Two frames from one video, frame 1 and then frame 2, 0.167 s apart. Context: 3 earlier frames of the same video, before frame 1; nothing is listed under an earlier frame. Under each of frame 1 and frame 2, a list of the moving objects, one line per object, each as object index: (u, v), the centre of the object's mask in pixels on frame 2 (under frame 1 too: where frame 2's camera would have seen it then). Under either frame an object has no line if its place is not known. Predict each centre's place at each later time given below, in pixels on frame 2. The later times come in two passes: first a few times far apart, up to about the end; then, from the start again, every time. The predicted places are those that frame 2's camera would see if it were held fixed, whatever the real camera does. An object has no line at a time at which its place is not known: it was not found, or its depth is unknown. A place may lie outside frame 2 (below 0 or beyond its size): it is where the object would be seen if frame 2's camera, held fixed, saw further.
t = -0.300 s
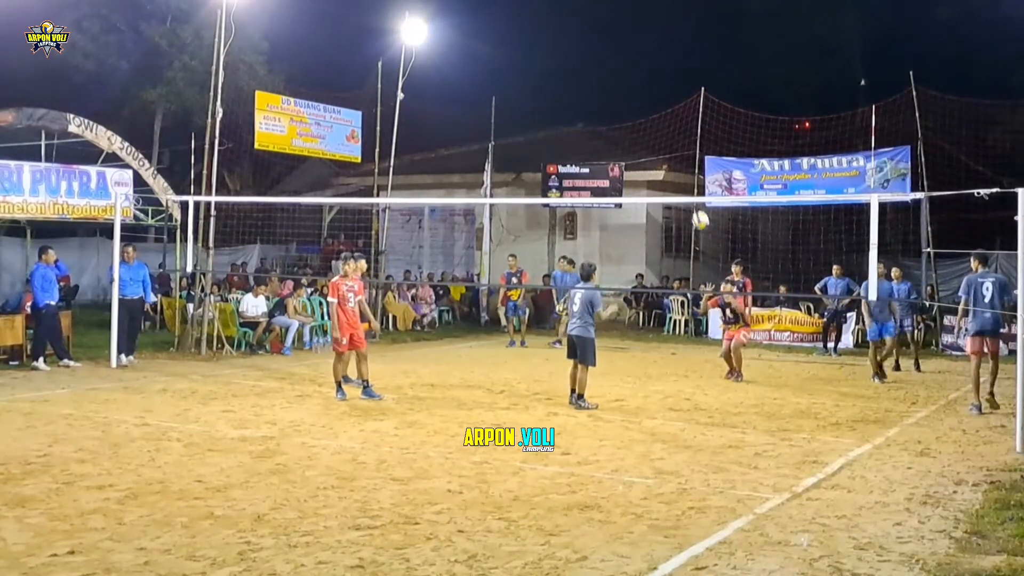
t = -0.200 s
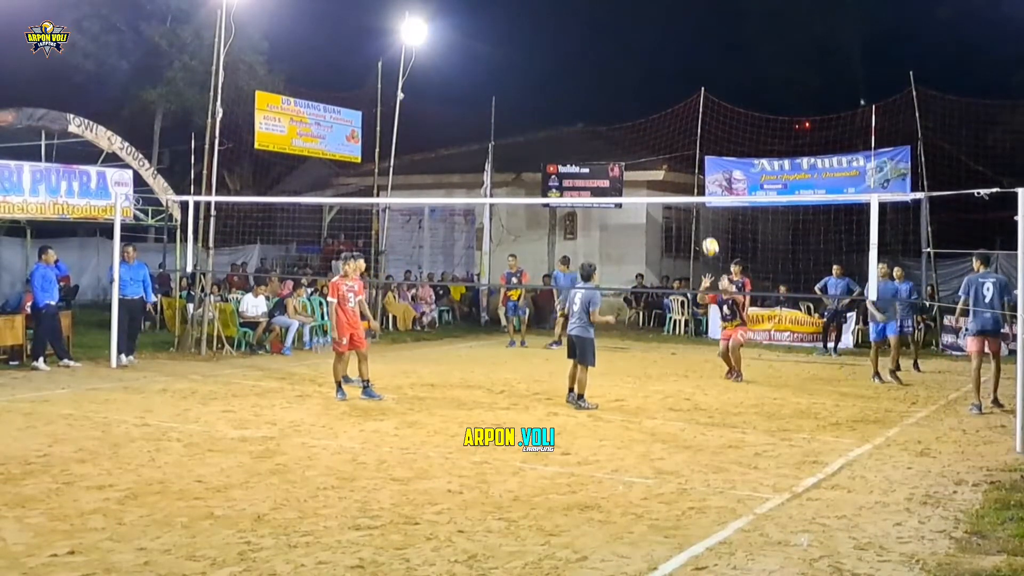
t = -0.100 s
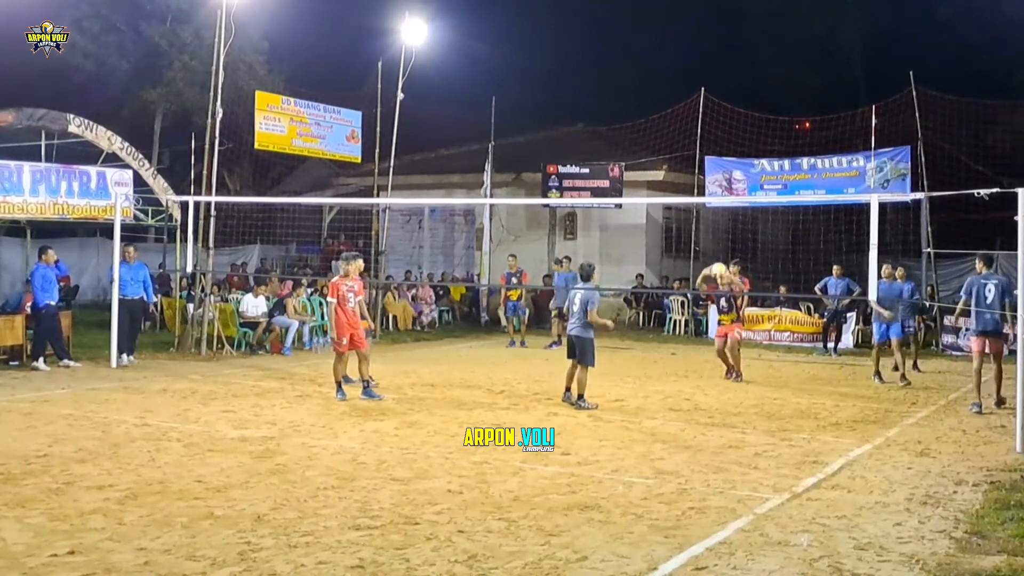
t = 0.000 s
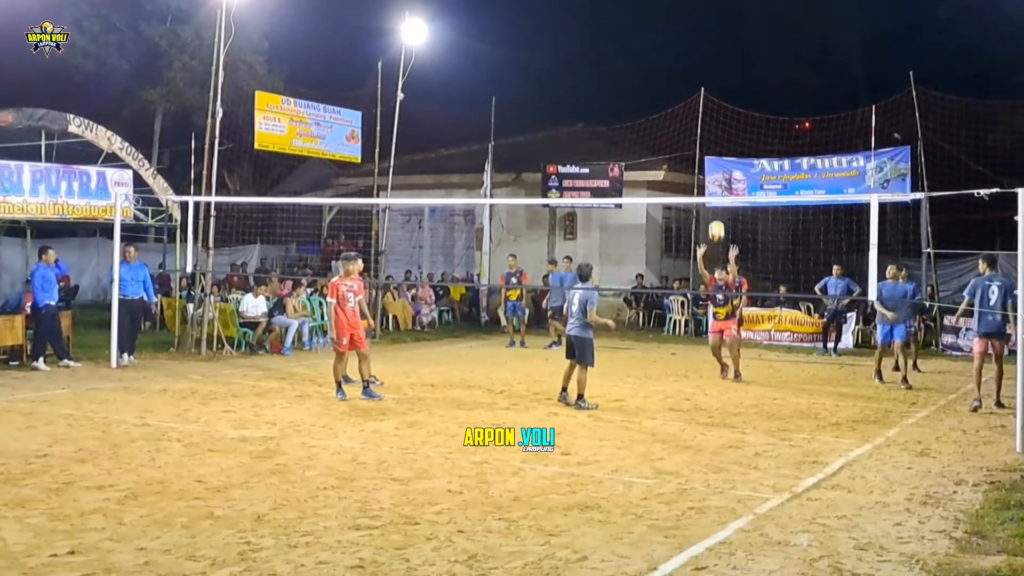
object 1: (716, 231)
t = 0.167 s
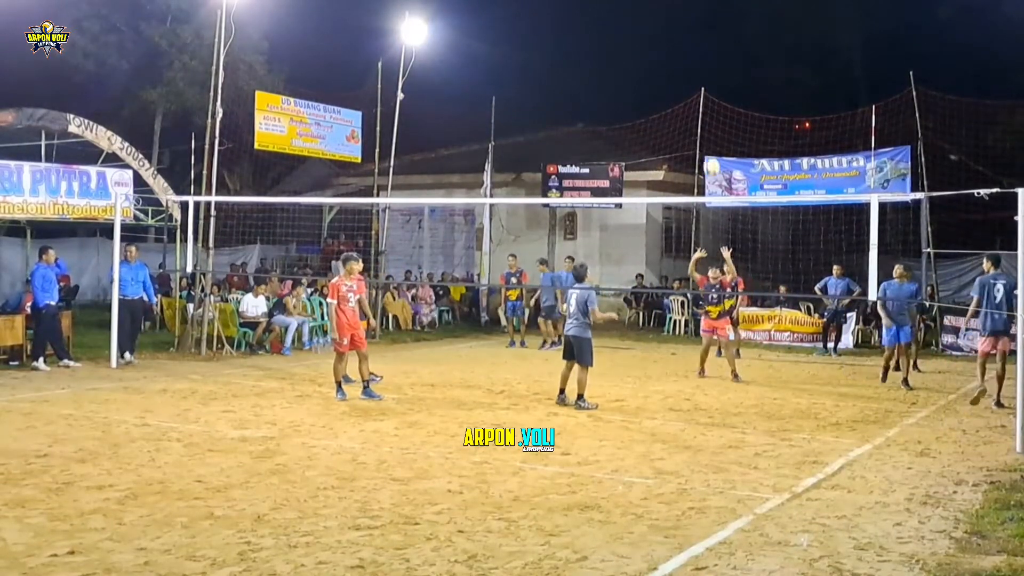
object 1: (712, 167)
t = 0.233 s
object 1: (709, 147)
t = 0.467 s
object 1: (700, 100)
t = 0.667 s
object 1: (692, 91)
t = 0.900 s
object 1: (680, 118)
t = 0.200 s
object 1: (710, 156)
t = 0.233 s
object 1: (709, 147)
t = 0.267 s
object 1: (708, 138)
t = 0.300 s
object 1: (707, 130)
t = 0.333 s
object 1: (706, 123)
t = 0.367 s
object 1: (704, 116)
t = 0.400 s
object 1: (703, 110)
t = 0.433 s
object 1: (702, 105)
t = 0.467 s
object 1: (700, 100)
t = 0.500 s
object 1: (699, 97)
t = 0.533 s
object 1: (698, 94)
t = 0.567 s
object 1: (696, 92)
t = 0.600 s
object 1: (695, 91)
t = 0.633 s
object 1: (693, 91)
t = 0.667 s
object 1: (692, 91)
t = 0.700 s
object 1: (690, 92)
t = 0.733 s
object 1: (688, 94)
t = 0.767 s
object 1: (687, 98)
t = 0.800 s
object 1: (685, 101)
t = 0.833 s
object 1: (684, 106)
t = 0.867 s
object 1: (682, 112)
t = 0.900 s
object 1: (680, 118)
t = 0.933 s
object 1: (678, 126)
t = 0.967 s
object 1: (677, 134)
